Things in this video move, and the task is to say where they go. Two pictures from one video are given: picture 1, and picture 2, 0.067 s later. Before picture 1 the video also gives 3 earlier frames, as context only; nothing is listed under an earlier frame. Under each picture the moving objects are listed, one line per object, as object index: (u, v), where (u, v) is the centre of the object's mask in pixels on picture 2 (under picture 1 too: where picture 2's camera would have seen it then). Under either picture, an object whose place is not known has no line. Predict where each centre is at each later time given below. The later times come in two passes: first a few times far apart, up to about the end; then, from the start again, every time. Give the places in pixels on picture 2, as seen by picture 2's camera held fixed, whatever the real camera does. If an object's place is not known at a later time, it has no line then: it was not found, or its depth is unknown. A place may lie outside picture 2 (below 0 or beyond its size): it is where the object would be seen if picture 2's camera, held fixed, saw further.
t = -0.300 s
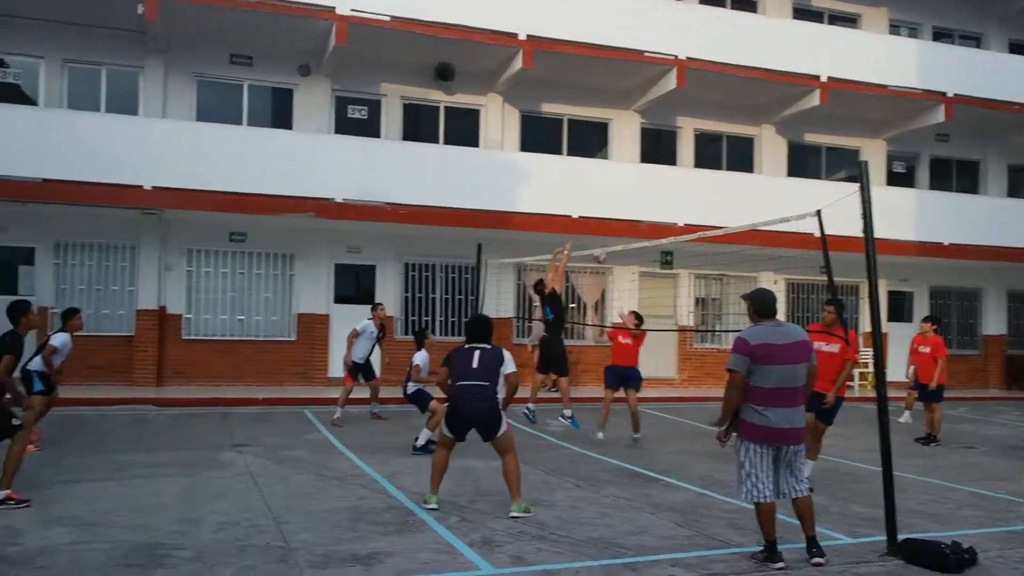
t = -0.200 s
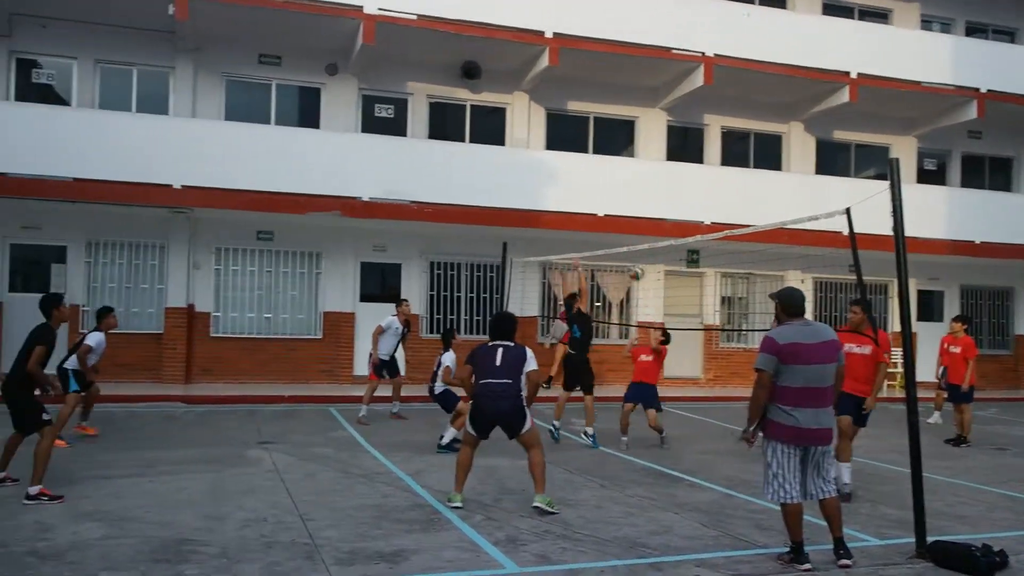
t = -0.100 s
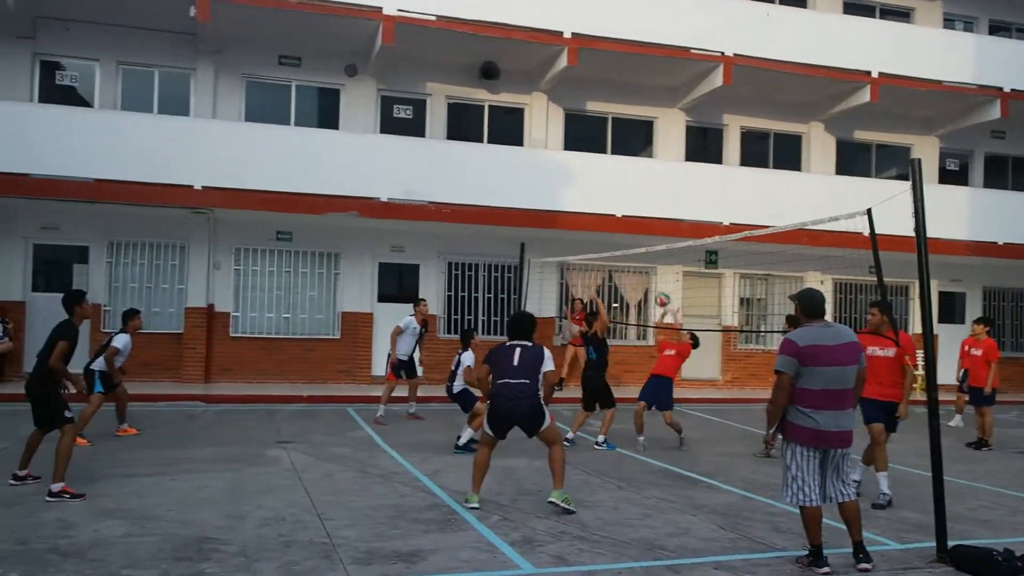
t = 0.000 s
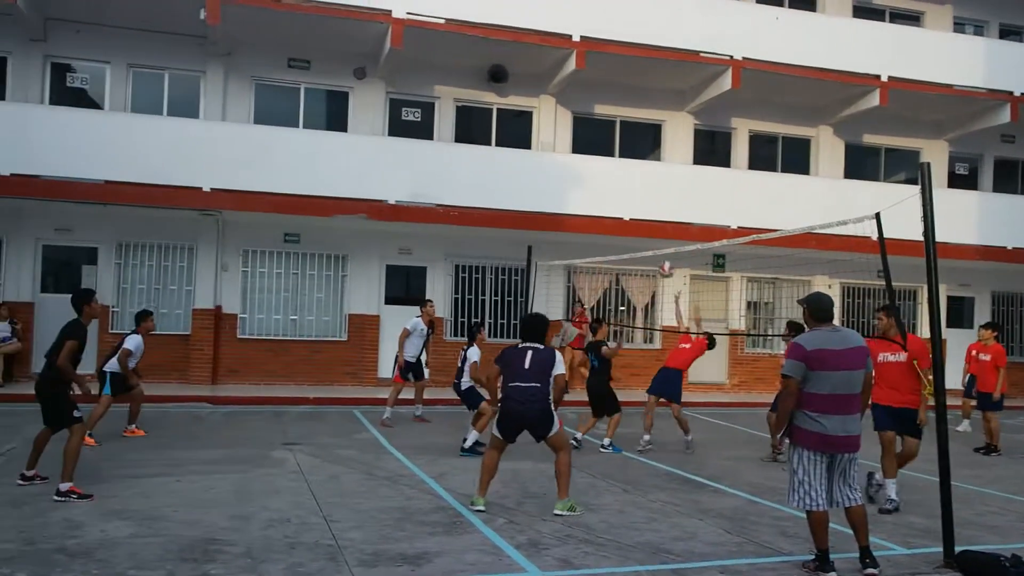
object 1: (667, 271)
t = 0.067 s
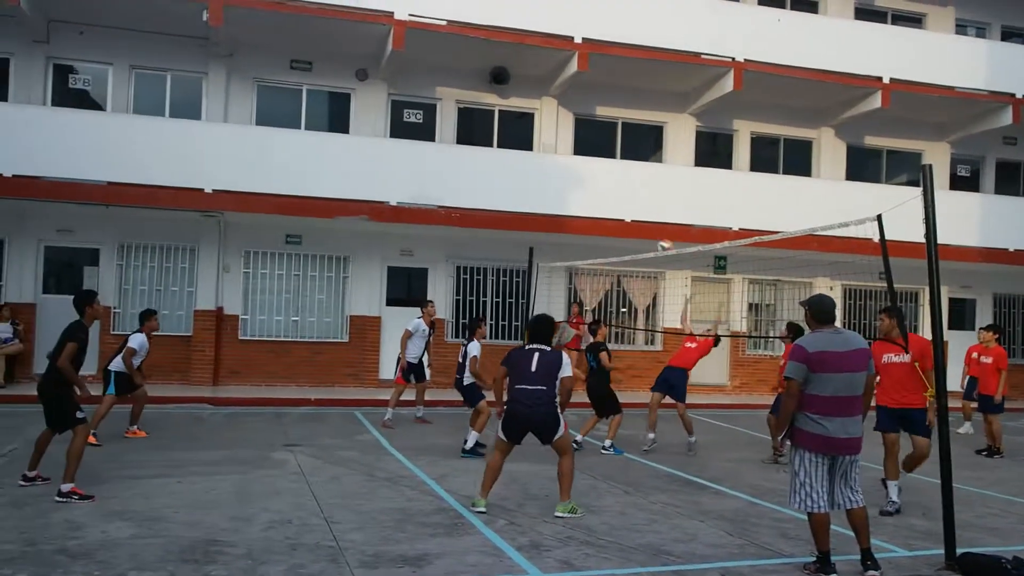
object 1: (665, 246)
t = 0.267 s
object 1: (652, 199)
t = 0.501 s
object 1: (636, 179)
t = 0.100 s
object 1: (662, 238)
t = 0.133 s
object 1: (660, 229)
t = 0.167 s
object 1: (659, 220)
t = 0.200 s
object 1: (657, 212)
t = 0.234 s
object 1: (654, 205)
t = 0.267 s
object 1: (652, 199)
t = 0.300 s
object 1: (650, 193)
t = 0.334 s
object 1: (648, 189)
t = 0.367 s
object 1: (645, 185)
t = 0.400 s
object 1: (643, 182)
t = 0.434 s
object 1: (641, 180)
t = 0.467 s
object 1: (638, 179)
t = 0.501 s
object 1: (636, 179)
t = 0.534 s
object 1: (633, 179)
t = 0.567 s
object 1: (631, 180)
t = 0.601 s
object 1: (628, 183)
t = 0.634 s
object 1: (625, 184)
